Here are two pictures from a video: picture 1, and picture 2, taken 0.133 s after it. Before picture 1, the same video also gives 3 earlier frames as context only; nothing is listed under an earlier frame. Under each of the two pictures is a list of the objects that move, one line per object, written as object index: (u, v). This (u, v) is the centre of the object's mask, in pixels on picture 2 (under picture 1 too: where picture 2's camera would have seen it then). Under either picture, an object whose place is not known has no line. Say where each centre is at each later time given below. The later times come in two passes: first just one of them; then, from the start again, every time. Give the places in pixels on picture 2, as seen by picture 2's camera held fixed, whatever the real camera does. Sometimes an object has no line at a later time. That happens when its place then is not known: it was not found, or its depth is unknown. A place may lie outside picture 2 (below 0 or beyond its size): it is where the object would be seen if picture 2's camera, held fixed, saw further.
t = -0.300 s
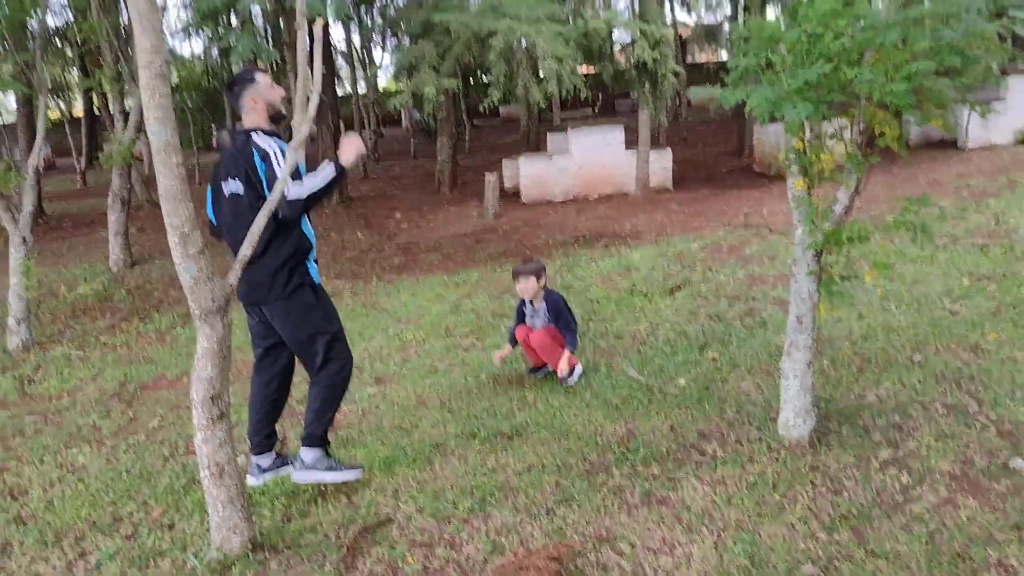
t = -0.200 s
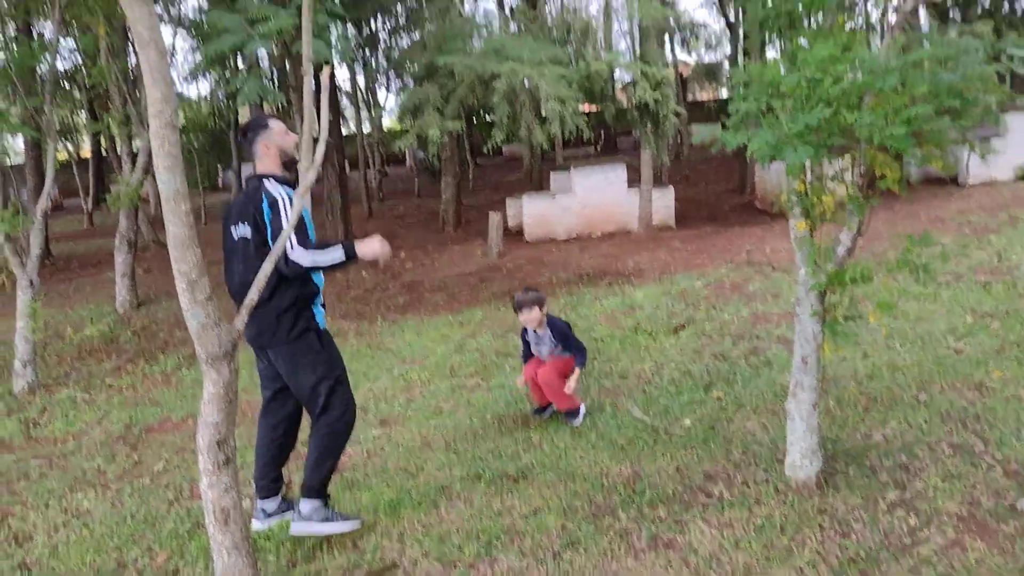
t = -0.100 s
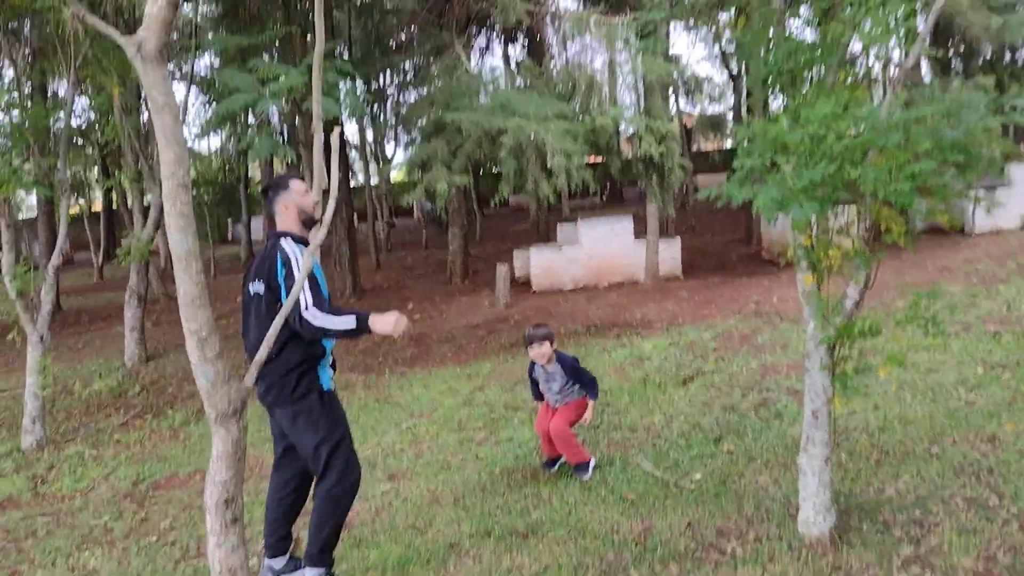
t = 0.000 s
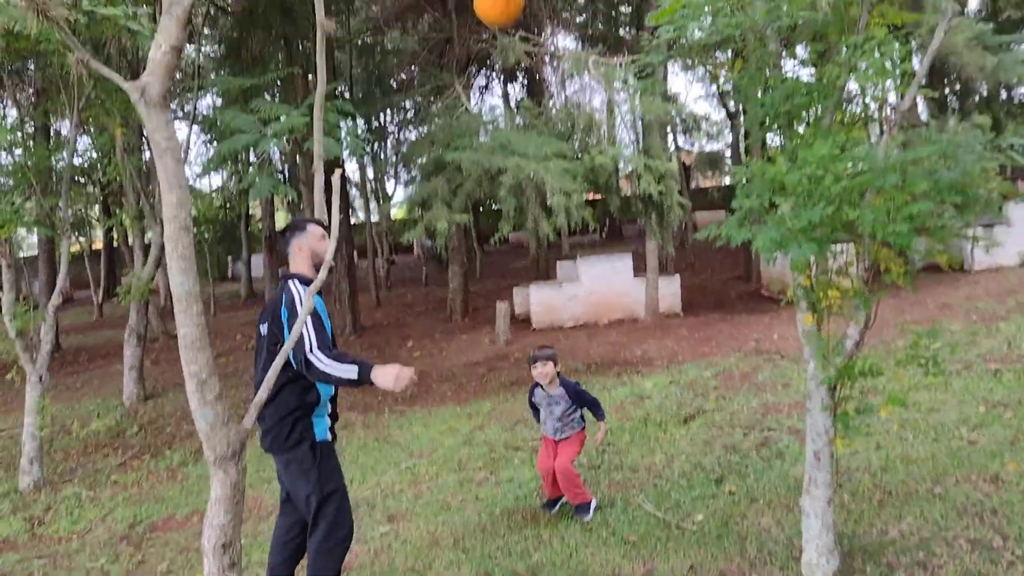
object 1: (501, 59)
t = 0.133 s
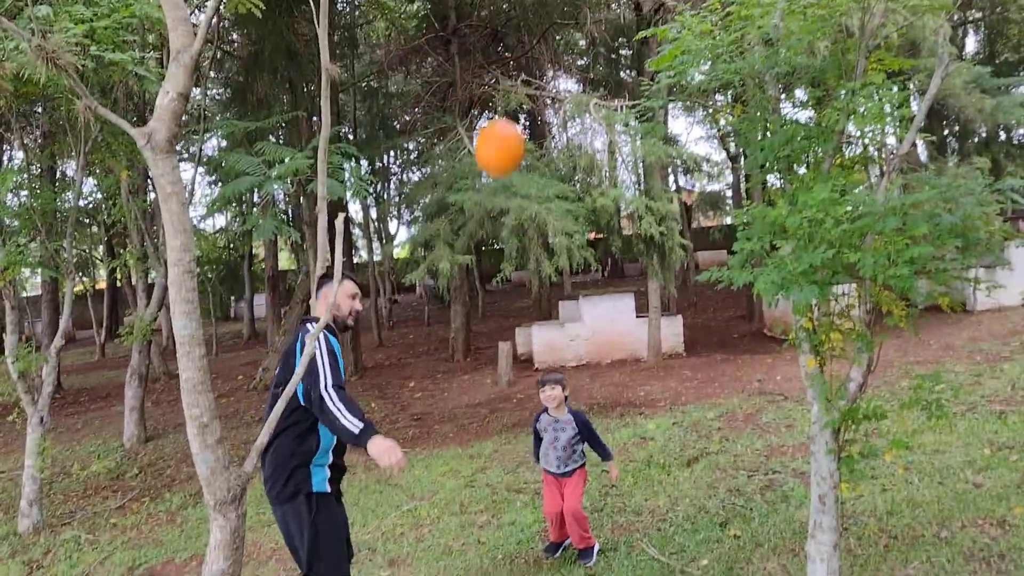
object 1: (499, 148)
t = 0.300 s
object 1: (501, 359)
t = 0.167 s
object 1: (499, 183)
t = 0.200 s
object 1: (500, 221)
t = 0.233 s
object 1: (499, 263)
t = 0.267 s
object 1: (500, 309)
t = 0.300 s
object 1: (501, 359)
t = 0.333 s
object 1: (503, 413)
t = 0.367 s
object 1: (504, 473)
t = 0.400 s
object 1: (506, 527)
